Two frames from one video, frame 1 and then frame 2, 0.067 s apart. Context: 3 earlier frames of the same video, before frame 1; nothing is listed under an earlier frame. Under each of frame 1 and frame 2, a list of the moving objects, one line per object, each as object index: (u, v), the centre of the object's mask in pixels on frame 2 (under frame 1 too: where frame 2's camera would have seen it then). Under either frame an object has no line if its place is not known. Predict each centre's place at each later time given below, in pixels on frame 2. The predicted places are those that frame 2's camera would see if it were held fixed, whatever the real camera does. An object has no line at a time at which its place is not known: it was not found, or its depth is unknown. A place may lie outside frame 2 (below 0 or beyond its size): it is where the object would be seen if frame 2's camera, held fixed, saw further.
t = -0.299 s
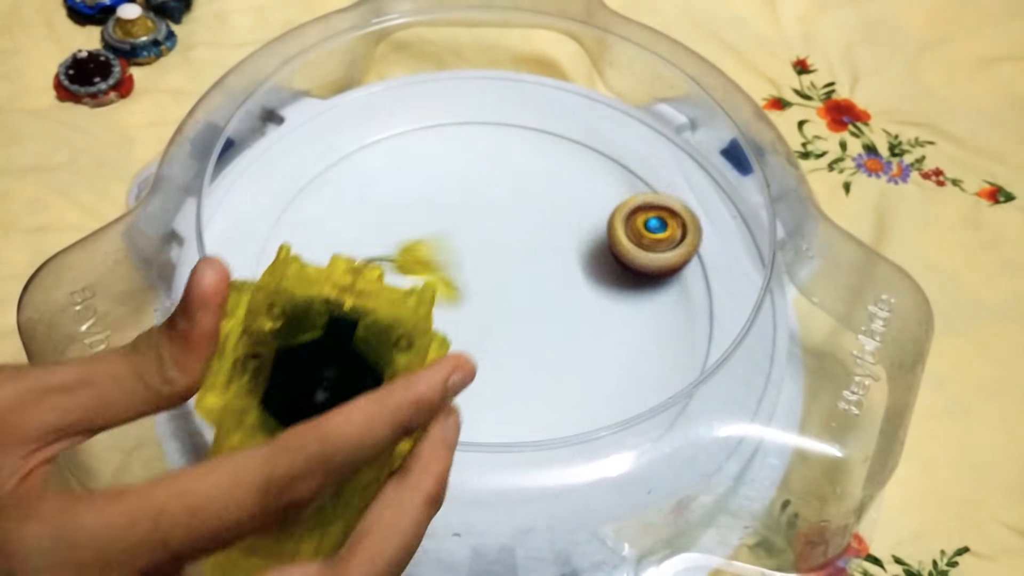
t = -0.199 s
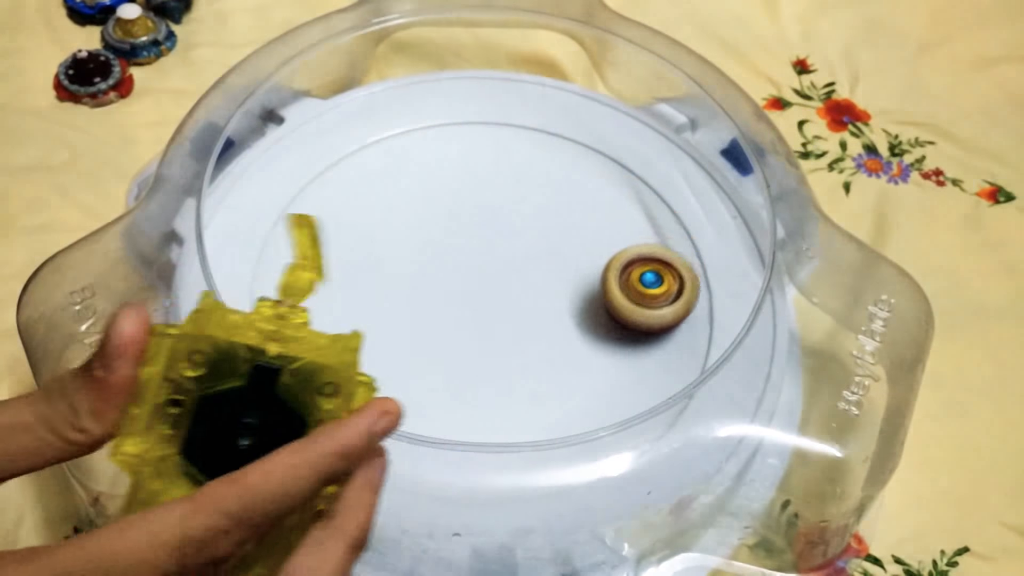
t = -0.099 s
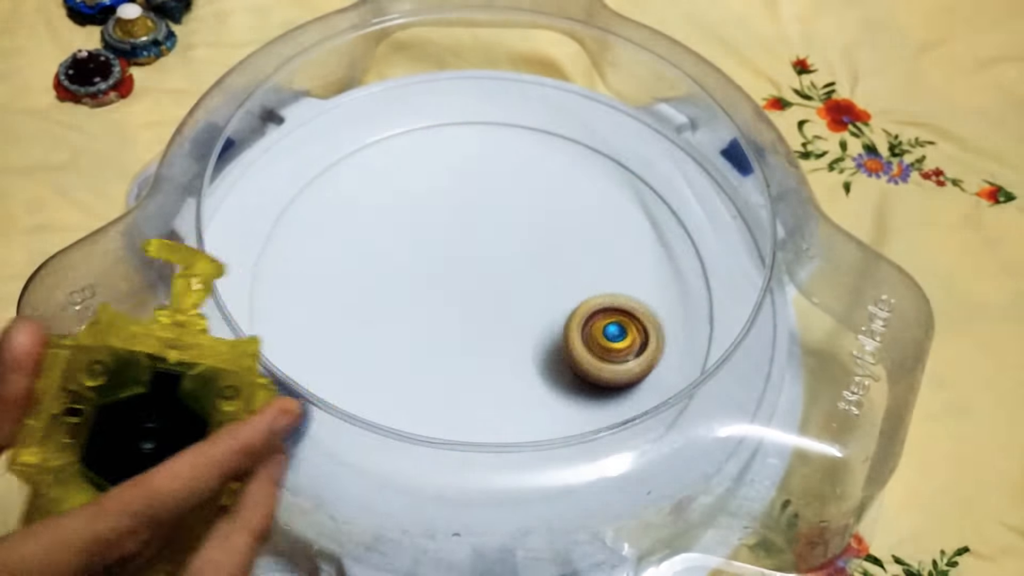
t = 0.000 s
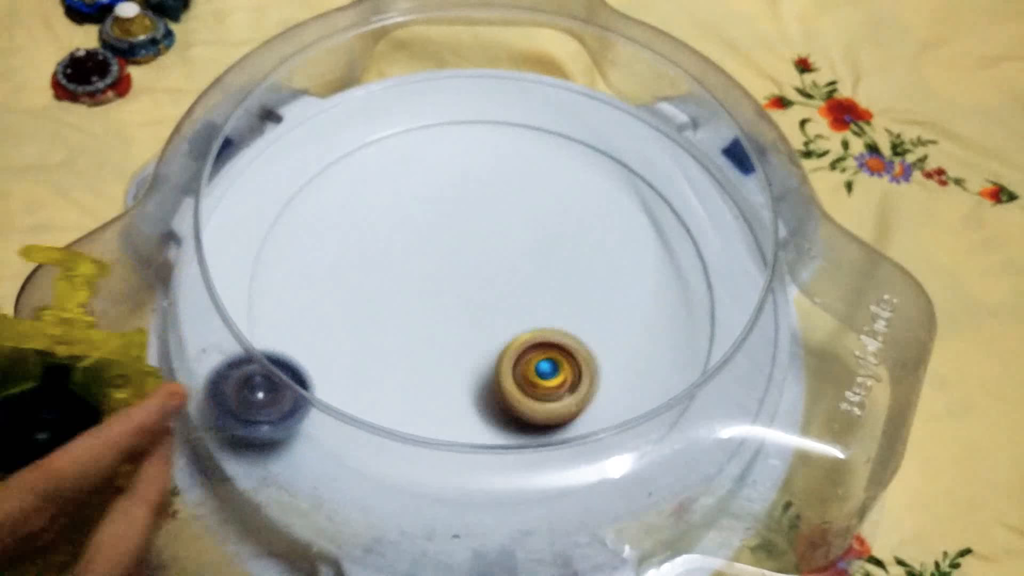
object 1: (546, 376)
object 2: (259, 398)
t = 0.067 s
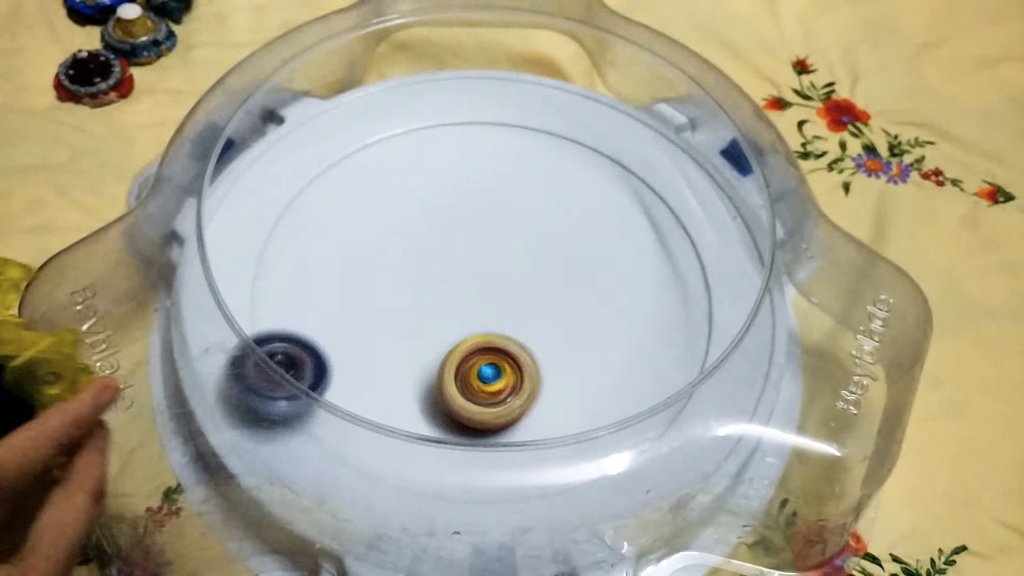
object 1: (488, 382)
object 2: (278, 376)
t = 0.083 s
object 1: (474, 382)
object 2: (283, 371)
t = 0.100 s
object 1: (460, 380)
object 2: (291, 367)
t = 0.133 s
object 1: (432, 375)
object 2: (312, 360)
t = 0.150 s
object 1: (423, 373)
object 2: (316, 355)
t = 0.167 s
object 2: (276, 341)
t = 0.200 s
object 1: (485, 370)
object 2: (231, 296)
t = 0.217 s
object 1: (505, 367)
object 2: (210, 281)
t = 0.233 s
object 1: (522, 365)
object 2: (190, 267)
